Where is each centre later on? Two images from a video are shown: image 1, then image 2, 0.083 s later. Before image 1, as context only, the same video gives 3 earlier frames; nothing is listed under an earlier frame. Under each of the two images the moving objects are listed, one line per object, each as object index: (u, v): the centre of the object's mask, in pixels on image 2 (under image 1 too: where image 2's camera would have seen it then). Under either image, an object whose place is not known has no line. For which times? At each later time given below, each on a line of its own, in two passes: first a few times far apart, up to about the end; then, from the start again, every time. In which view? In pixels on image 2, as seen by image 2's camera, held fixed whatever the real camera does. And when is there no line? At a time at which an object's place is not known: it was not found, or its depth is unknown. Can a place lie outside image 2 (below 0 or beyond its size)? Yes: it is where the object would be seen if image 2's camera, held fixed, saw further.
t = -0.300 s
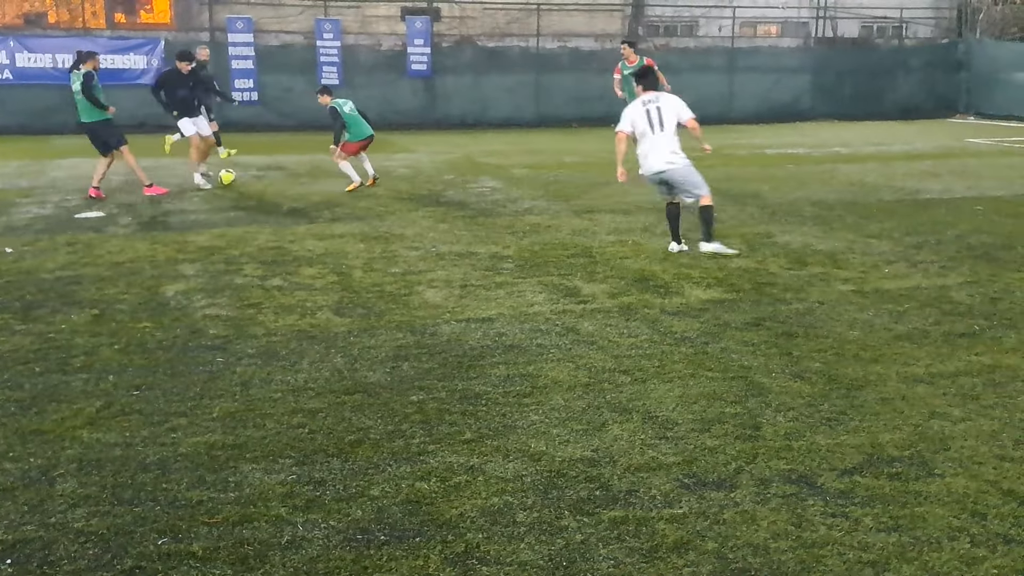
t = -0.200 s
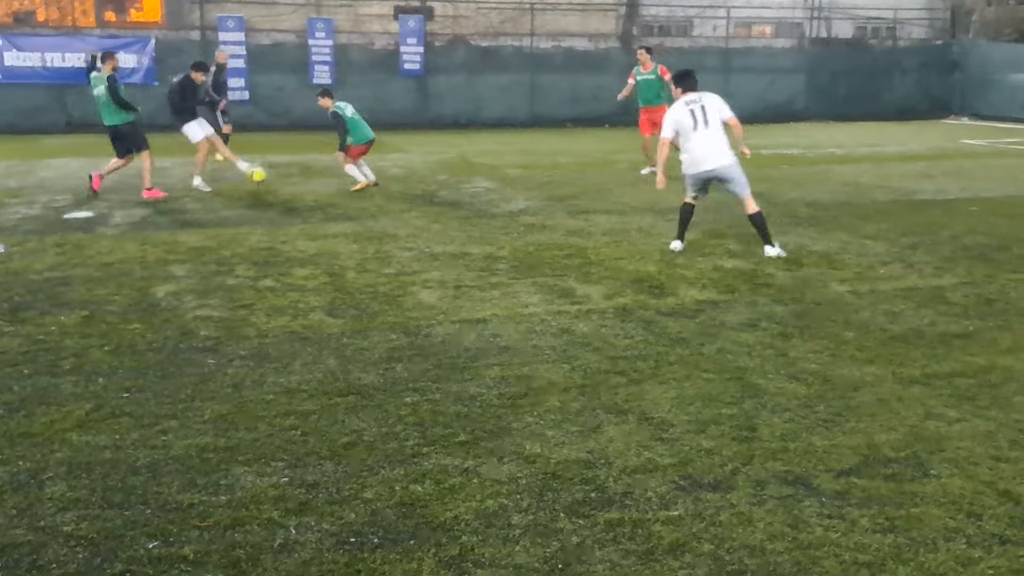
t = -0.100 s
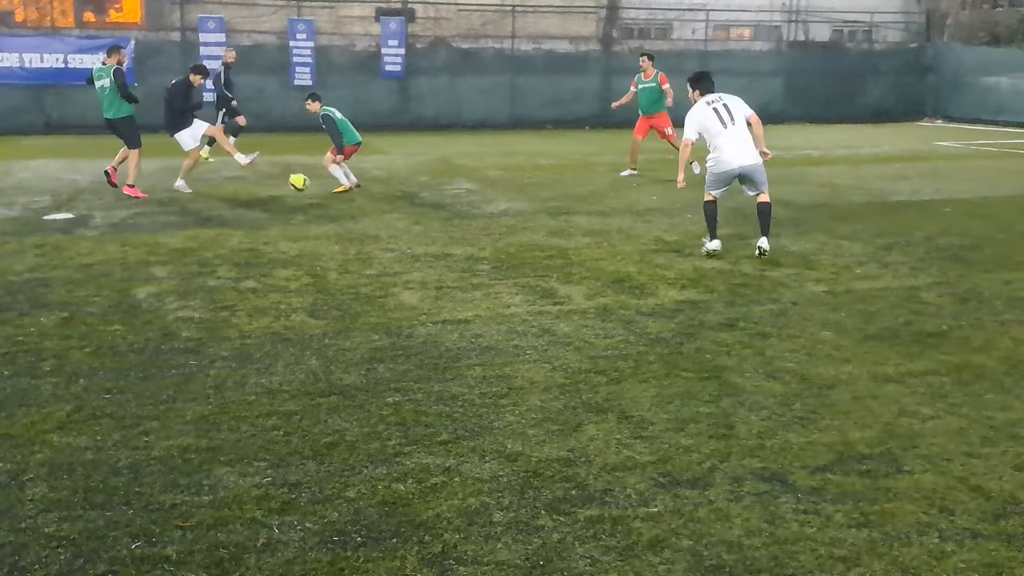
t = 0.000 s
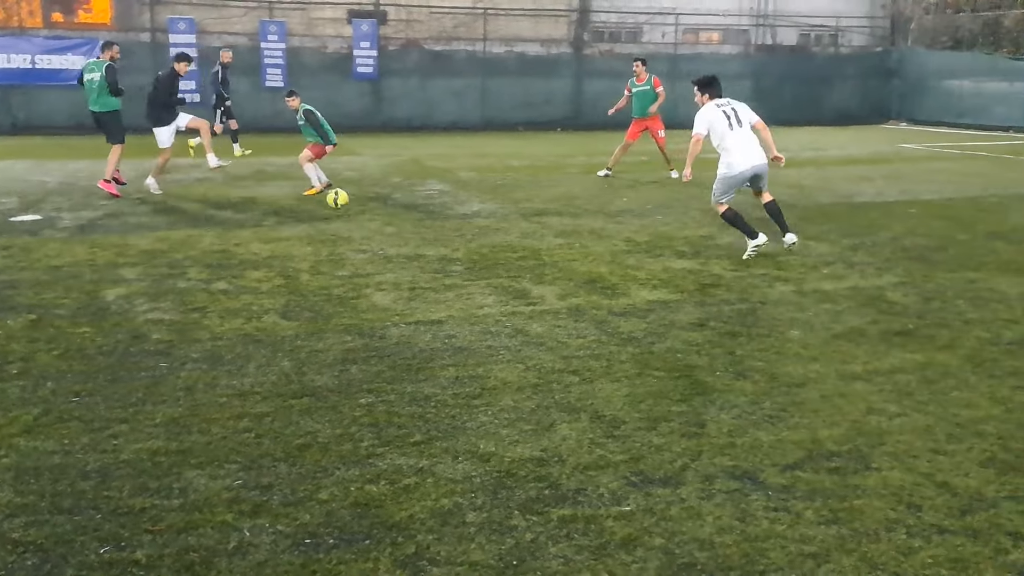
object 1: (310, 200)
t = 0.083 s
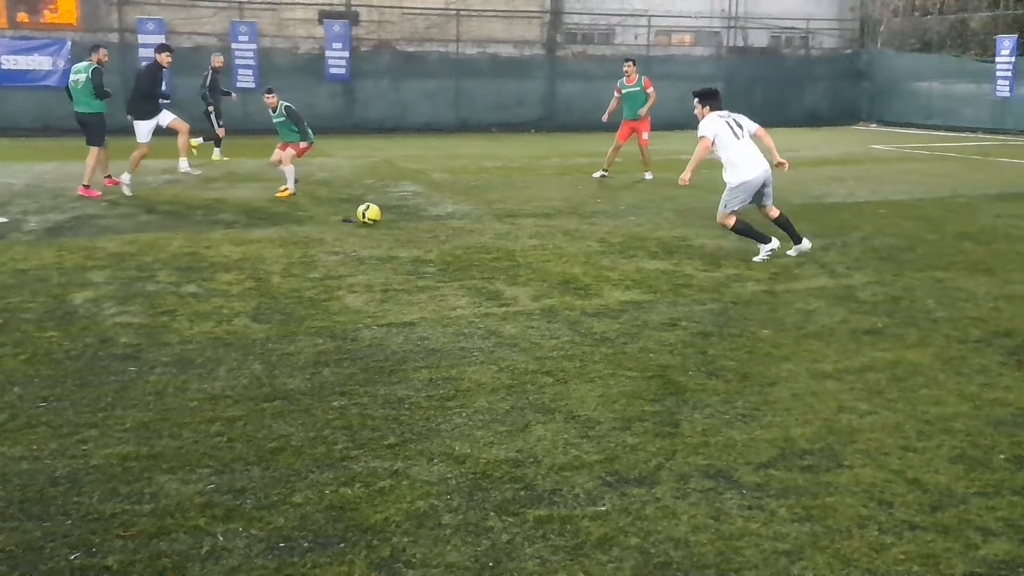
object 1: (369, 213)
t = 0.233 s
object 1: (481, 234)
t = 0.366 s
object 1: (593, 255)
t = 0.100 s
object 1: (381, 215)
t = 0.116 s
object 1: (392, 216)
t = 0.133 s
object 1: (405, 218)
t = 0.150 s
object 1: (417, 220)
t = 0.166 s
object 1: (429, 222)
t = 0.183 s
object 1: (442, 225)
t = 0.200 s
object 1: (455, 228)
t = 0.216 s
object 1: (468, 232)
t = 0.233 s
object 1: (481, 234)
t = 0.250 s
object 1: (495, 235)
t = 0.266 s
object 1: (508, 238)
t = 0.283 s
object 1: (522, 240)
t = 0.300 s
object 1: (536, 242)
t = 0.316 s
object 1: (550, 246)
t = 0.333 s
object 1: (564, 248)
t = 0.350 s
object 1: (580, 251)
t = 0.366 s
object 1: (593, 255)
